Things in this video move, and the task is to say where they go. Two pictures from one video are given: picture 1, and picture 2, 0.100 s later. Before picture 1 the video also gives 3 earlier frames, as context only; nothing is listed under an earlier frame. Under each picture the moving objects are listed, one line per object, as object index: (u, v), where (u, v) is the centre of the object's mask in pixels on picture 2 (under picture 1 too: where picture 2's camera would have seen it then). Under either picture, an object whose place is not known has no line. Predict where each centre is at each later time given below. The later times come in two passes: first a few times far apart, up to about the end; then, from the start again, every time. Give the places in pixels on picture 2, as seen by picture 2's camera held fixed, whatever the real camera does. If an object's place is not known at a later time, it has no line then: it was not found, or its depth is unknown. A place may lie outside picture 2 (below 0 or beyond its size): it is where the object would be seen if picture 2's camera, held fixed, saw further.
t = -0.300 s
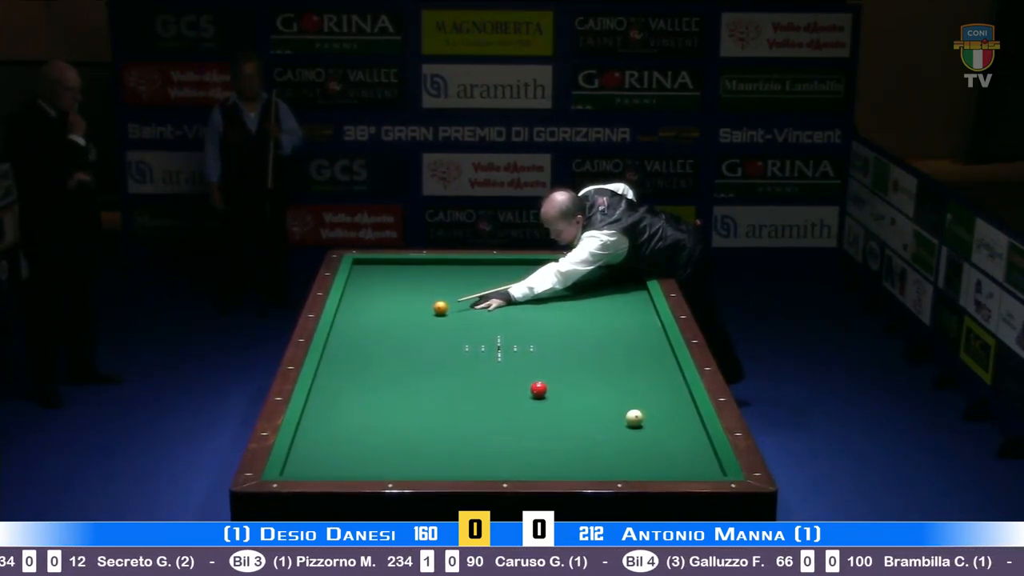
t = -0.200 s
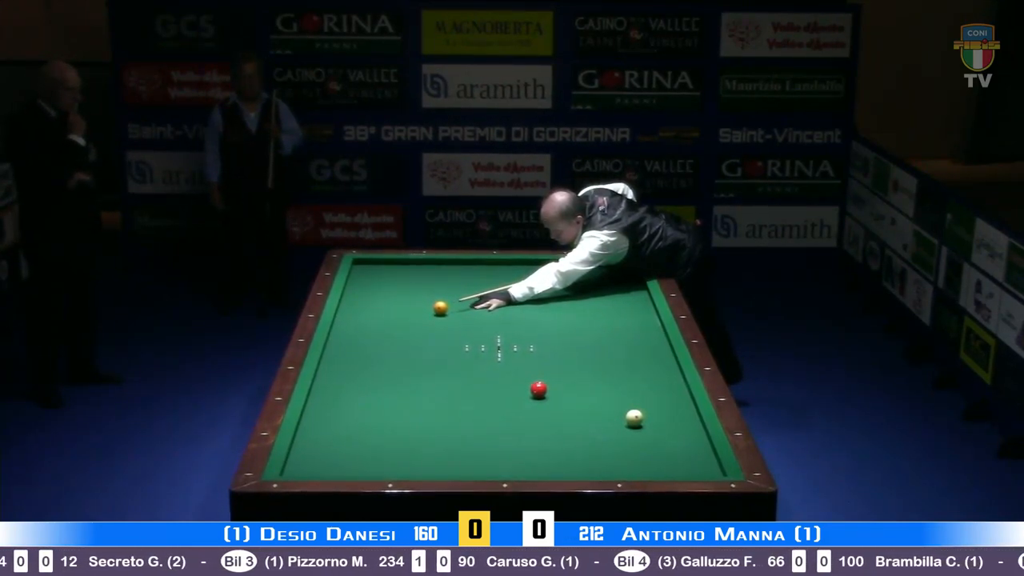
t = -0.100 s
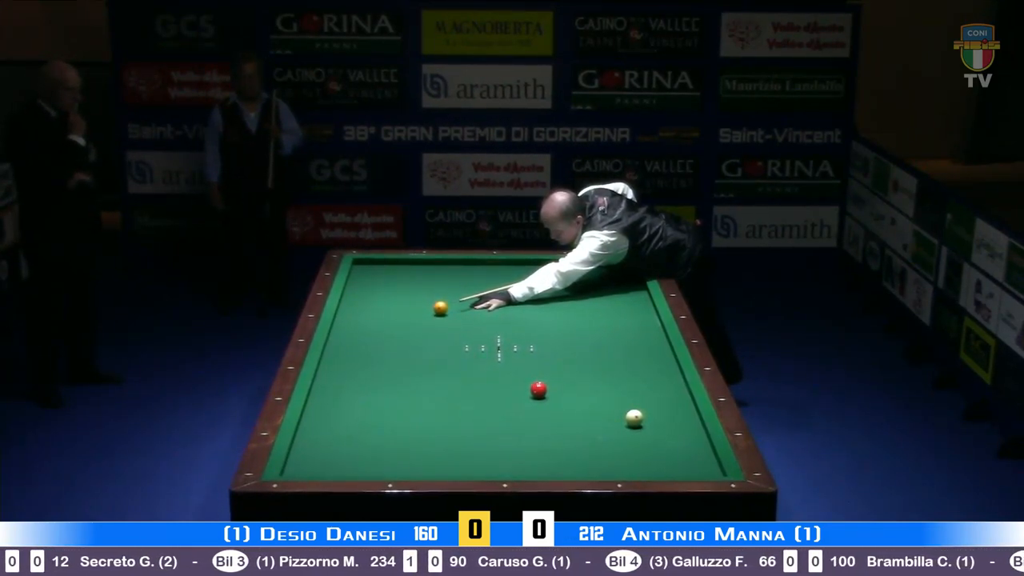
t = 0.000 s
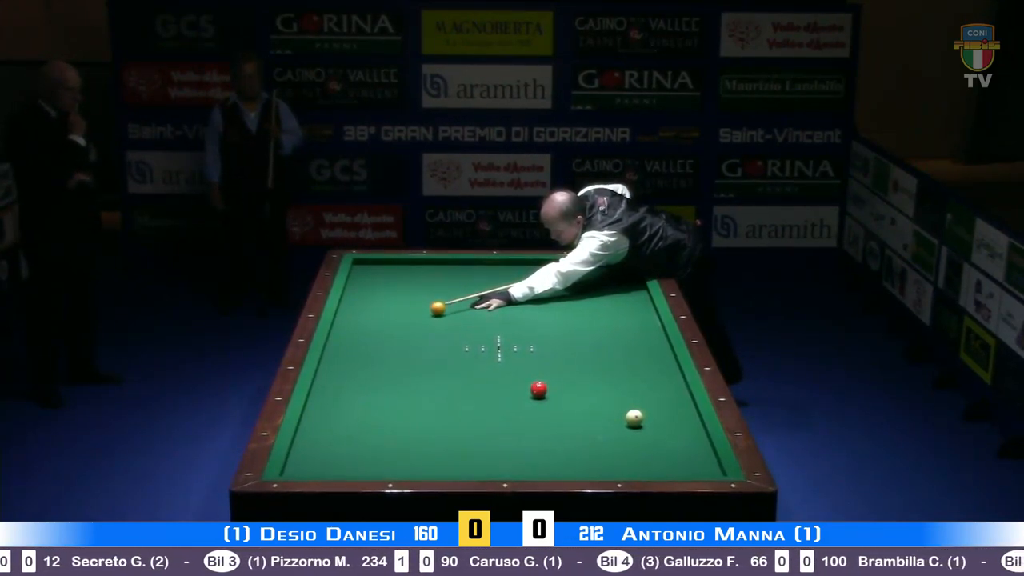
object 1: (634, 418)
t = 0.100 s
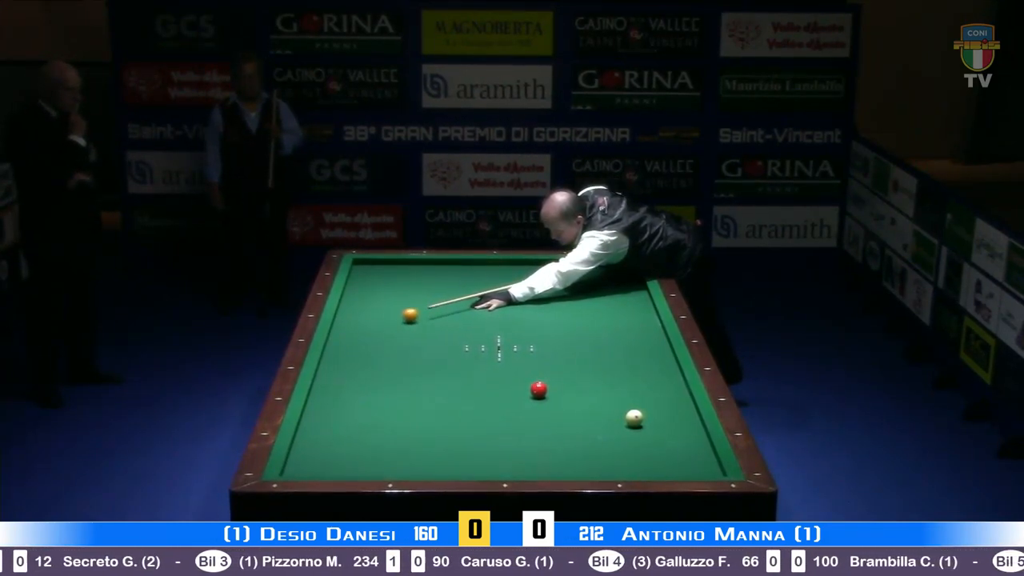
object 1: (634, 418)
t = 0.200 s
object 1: (634, 418)
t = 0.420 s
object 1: (634, 418)
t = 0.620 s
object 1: (634, 418)
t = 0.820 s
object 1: (634, 418)
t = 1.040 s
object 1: (634, 418)
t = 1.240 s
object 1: (634, 418)
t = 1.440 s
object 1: (634, 418)
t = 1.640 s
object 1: (634, 418)
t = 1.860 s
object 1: (634, 418)
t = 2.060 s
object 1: (634, 418)
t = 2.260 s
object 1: (634, 417)
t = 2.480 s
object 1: (634, 418)
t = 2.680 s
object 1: (634, 418)
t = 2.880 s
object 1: (634, 418)
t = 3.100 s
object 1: (635, 414)
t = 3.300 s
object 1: (637, 415)
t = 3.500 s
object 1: (640, 413)
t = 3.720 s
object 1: (643, 411)
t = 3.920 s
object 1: (646, 409)
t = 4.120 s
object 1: (649, 407)
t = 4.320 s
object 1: (651, 405)
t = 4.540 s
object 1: (653, 404)
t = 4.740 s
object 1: (655, 402)
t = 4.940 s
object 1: (657, 401)
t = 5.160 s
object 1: (659, 400)
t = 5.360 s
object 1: (660, 399)
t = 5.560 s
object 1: (661, 398)
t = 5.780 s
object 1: (662, 398)
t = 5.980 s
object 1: (663, 397)
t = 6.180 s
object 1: (663, 396)
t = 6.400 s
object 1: (664, 396)
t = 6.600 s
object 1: (664, 396)
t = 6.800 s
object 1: (665, 396)
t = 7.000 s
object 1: (664, 396)
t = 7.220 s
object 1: (665, 396)
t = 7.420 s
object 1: (665, 396)
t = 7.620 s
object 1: (665, 396)
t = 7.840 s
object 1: (664, 396)
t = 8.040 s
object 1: (664, 396)
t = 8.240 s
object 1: (665, 396)
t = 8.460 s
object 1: (664, 396)
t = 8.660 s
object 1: (665, 396)
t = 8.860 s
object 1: (665, 396)
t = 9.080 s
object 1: (664, 396)
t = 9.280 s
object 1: (664, 396)
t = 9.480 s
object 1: (664, 396)
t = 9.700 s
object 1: (664, 396)
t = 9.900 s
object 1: (664, 396)
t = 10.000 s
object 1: (664, 396)
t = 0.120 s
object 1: (634, 418)
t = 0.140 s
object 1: (634, 418)
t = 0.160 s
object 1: (634, 418)
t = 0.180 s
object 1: (634, 418)
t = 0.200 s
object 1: (634, 418)
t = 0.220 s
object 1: (634, 418)
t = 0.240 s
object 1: (634, 418)
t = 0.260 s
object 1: (634, 418)
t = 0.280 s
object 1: (634, 418)
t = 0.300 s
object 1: (634, 418)
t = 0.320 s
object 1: (634, 418)
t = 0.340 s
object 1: (634, 418)
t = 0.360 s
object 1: (634, 418)
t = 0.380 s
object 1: (634, 418)
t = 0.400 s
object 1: (634, 418)
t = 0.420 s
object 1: (634, 418)
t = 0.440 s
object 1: (634, 418)
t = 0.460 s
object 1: (634, 418)
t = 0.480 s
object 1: (634, 418)
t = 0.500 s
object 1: (634, 418)
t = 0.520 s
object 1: (634, 418)
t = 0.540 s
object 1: (634, 418)
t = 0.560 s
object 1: (634, 418)
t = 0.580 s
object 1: (634, 418)
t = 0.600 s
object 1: (634, 418)
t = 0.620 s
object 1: (634, 418)
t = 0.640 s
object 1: (634, 418)
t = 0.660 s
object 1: (634, 418)
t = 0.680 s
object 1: (634, 418)
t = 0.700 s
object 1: (634, 418)
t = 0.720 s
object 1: (634, 418)
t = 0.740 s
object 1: (634, 418)
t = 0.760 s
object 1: (634, 417)
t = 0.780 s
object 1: (634, 418)
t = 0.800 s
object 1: (634, 418)
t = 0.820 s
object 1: (634, 418)
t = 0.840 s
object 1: (634, 418)
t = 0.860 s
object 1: (634, 417)
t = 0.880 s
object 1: (634, 418)
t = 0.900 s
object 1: (634, 418)
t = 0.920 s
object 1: (634, 418)
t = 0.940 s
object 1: (634, 418)
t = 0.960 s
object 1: (634, 418)
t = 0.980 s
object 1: (634, 418)
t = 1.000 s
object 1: (634, 418)
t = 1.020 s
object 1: (634, 418)
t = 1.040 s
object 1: (634, 418)
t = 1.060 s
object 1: (634, 418)
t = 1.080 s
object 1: (634, 418)
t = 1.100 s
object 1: (634, 418)
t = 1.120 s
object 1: (634, 418)
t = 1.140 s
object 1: (634, 418)
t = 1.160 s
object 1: (634, 418)
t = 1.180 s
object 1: (634, 418)
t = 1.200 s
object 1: (634, 418)
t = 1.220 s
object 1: (634, 418)
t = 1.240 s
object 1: (634, 418)
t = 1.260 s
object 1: (634, 418)
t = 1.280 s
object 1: (634, 418)
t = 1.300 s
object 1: (634, 418)
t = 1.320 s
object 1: (634, 418)
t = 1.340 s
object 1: (634, 418)
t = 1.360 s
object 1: (634, 418)
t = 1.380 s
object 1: (634, 418)
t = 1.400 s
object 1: (634, 418)
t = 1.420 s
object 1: (634, 418)
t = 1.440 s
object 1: (634, 418)
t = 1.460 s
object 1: (634, 418)
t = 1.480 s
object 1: (634, 418)
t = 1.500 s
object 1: (634, 418)
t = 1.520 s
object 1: (634, 418)
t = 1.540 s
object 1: (634, 418)
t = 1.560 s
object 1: (634, 417)
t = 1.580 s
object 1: (634, 418)
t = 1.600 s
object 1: (634, 418)
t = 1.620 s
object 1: (634, 417)
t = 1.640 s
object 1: (634, 418)
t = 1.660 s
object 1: (634, 417)
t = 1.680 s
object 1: (634, 418)
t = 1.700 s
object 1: (634, 418)
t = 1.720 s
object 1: (634, 417)
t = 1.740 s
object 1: (634, 418)
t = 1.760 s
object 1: (634, 418)
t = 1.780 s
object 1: (634, 418)
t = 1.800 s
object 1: (634, 418)
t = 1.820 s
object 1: (634, 417)
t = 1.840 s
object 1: (634, 417)
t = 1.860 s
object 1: (634, 418)
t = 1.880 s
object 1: (634, 418)
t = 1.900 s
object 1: (634, 418)
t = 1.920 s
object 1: (634, 417)
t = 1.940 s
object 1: (634, 417)
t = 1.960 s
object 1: (634, 417)
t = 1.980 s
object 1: (634, 418)
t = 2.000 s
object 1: (634, 417)
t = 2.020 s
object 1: (634, 417)
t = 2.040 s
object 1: (634, 417)
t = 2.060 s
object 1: (634, 418)
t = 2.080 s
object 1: (634, 417)
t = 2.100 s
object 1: (634, 418)
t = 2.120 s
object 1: (634, 418)
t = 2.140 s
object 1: (634, 418)
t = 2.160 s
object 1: (634, 418)
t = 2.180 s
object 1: (634, 418)
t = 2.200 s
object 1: (634, 418)
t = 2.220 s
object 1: (634, 417)
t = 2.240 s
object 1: (634, 417)
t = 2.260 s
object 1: (634, 417)
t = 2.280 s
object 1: (634, 417)
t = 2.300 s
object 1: (634, 417)
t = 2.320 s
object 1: (634, 417)
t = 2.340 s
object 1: (634, 418)
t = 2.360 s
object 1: (634, 417)
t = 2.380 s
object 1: (634, 417)
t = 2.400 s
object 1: (634, 417)
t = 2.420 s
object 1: (634, 417)
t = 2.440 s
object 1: (634, 417)
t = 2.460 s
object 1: (634, 418)
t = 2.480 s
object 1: (634, 418)
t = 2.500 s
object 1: (634, 418)
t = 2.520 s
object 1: (634, 417)
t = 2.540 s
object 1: (634, 417)
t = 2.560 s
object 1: (634, 417)
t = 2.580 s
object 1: (634, 418)
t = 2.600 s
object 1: (634, 417)
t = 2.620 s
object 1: (634, 418)
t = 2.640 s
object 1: (634, 417)
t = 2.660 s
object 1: (634, 417)
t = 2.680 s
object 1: (634, 418)
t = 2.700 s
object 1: (634, 418)
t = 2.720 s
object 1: (634, 417)
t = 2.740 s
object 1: (634, 418)
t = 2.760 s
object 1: (634, 418)
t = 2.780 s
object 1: (634, 417)
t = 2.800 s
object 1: (634, 418)
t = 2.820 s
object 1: (634, 417)
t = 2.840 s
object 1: (634, 417)
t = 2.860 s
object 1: (634, 417)
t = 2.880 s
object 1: (634, 418)
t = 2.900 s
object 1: (634, 418)
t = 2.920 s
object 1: (634, 418)
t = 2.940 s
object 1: (634, 418)
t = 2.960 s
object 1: (634, 417)
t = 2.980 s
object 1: (633, 417)
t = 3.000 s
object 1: (633, 417)
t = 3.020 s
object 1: (633, 416)
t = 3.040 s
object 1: (634, 414)
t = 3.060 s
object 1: (634, 414)
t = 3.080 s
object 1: (634, 414)
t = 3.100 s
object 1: (635, 414)
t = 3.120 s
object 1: (636, 415)
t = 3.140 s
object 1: (636, 416)
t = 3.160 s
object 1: (636, 416)
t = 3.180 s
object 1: (635, 417)
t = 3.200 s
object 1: (635, 417)
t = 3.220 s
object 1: (636, 416)
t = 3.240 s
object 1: (636, 416)
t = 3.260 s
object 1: (636, 416)
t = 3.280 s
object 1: (637, 416)
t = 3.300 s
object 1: (637, 415)
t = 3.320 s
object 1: (637, 415)
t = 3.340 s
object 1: (638, 414)
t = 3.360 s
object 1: (638, 415)
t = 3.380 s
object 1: (639, 414)
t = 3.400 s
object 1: (639, 414)
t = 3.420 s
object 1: (639, 414)
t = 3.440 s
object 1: (639, 414)
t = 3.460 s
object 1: (640, 414)
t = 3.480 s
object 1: (640, 413)
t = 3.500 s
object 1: (640, 413)
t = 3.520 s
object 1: (640, 413)
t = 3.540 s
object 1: (641, 412)
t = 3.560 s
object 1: (641, 412)
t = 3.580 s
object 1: (641, 412)
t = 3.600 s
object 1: (642, 412)
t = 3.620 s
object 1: (642, 412)
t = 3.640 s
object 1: (642, 411)
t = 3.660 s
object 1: (643, 411)
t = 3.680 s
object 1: (643, 411)
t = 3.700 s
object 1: (643, 411)
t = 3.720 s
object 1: (643, 411)
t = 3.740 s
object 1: (644, 411)
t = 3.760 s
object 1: (644, 411)
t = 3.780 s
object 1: (644, 410)
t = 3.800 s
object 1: (645, 410)
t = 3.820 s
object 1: (645, 410)
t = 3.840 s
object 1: (645, 410)
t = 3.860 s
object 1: (646, 410)
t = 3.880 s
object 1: (646, 409)
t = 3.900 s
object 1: (646, 409)
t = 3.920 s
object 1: (646, 409)
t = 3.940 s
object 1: (647, 409)
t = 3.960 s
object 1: (647, 408)
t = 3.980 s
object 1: (647, 408)
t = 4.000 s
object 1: (647, 408)
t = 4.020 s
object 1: (647, 408)
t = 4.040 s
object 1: (648, 408)
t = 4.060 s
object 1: (648, 408)
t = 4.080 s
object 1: (648, 407)
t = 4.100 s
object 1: (648, 407)
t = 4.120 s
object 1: (649, 407)
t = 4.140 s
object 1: (649, 407)
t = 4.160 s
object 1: (649, 407)
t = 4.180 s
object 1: (650, 406)
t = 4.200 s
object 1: (650, 406)
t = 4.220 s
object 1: (650, 406)
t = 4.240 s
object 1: (650, 406)
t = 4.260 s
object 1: (650, 406)
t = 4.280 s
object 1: (651, 406)
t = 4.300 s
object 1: (651, 405)
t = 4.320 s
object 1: (651, 405)
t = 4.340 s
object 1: (651, 405)
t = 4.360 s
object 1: (651, 405)
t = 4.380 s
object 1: (652, 405)
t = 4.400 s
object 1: (651, 405)
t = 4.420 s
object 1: (652, 405)
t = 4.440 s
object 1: (652, 404)
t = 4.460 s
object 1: (652, 404)
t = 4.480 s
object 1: (652, 404)
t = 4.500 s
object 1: (653, 404)
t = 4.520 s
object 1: (653, 404)
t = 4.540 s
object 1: (653, 404)
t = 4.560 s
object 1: (653, 404)
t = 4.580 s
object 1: (653, 403)
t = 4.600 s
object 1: (654, 403)
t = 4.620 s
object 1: (654, 403)
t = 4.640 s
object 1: (654, 403)
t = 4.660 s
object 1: (654, 403)
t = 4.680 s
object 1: (654, 403)
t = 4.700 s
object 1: (655, 403)
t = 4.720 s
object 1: (655, 403)
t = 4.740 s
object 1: (655, 402)
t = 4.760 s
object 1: (655, 402)
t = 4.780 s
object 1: (655, 402)
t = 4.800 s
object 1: (656, 402)
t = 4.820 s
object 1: (656, 402)
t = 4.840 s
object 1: (656, 402)
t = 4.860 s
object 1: (656, 402)
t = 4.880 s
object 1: (656, 402)
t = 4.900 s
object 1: (657, 401)
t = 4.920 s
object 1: (657, 401)
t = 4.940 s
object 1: (657, 401)
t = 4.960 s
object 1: (657, 401)
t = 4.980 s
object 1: (657, 401)
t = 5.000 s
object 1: (657, 401)
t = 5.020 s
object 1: (657, 401)
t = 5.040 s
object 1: (658, 401)
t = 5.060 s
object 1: (658, 400)
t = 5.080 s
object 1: (658, 400)
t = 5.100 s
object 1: (658, 400)
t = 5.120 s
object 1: (658, 400)
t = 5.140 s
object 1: (658, 400)
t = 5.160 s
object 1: (659, 400)
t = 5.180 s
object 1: (658, 400)
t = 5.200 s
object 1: (659, 400)
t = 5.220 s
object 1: (659, 400)
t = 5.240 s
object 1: (659, 400)
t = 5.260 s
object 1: (659, 399)
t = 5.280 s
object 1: (659, 400)
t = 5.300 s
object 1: (659, 399)
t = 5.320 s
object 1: (659, 399)
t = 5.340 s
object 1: (659, 399)
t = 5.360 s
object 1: (660, 399)
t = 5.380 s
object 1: (660, 399)
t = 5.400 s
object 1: (660, 399)
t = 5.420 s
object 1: (660, 399)
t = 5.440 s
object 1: (660, 399)
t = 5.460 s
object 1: (660, 399)
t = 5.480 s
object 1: (660, 399)
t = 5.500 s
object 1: (660, 398)
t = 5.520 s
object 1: (661, 398)
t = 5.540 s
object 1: (661, 398)
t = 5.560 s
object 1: (661, 398)
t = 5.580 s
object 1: (661, 398)
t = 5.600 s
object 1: (661, 398)
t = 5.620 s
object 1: (661, 398)
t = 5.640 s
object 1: (661, 398)
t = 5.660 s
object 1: (661, 398)
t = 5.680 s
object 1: (661, 398)
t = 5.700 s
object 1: (661, 398)
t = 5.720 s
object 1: (662, 398)
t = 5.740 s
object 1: (662, 398)
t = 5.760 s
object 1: (661, 398)
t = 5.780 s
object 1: (662, 398)
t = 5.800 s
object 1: (662, 397)
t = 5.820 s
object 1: (662, 397)
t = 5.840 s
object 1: (662, 397)
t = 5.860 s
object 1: (662, 397)
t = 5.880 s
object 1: (662, 397)
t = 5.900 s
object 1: (663, 397)
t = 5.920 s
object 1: (662, 397)
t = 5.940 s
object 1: (662, 397)
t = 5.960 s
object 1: (663, 397)
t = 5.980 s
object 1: (663, 397)
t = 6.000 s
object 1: (663, 397)
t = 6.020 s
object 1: (663, 397)
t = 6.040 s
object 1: (663, 397)
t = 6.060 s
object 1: (663, 397)
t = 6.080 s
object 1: (663, 397)
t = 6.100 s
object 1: (663, 397)
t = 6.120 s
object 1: (663, 397)
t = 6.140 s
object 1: (663, 397)
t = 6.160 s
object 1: (663, 396)
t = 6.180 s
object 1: (663, 396)
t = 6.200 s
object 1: (663, 396)
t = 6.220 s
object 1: (663, 396)
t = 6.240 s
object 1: (663, 396)
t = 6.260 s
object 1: (663, 396)
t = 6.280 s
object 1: (664, 396)
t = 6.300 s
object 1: (664, 396)
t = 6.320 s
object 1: (664, 396)
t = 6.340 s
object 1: (664, 396)
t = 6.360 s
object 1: (664, 396)
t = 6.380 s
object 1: (664, 396)
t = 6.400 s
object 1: (664, 396)
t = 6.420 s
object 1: (664, 396)
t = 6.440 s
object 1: (664, 396)
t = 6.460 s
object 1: (664, 396)
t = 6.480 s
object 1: (664, 396)
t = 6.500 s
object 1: (664, 396)
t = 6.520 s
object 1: (664, 396)
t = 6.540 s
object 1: (664, 396)
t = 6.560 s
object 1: (664, 396)
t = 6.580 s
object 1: (664, 396)
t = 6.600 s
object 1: (664, 396)
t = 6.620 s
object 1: (664, 396)
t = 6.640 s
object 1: (664, 396)
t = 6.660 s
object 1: (664, 396)
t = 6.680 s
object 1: (664, 396)
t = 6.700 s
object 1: (665, 396)
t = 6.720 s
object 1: (664, 396)
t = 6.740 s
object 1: (664, 396)
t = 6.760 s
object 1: (665, 396)
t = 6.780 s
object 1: (665, 396)
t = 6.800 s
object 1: (665, 396)
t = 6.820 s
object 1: (665, 396)
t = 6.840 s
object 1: (665, 396)
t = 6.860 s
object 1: (665, 396)
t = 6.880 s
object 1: (665, 396)
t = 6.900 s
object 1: (664, 396)
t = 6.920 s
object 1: (665, 396)
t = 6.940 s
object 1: (665, 396)
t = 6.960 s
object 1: (665, 396)
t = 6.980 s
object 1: (665, 396)
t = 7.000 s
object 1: (664, 396)
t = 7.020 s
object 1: (665, 396)
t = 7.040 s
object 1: (665, 396)
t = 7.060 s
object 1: (665, 396)
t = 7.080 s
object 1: (665, 396)
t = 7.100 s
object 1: (665, 396)
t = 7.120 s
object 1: (665, 396)
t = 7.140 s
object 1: (665, 396)
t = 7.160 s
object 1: (665, 396)
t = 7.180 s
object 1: (665, 396)
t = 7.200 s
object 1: (665, 396)
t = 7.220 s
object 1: (665, 396)
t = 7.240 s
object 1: (665, 396)
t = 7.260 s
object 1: (665, 396)
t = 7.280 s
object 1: (665, 396)
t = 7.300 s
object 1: (665, 396)
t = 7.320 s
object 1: (665, 396)
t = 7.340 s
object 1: (665, 396)
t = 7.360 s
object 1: (665, 396)
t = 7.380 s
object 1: (665, 396)
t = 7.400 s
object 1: (664, 396)
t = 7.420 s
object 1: (665, 396)
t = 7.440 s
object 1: (665, 396)
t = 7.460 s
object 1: (665, 396)
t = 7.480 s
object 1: (665, 396)
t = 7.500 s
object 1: (665, 396)
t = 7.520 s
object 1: (665, 396)
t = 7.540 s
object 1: (665, 396)
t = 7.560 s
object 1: (665, 396)
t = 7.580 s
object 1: (664, 396)
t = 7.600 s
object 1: (665, 396)
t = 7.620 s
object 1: (665, 396)
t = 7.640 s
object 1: (664, 396)
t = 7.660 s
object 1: (665, 396)
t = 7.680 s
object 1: (664, 396)
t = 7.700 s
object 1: (665, 396)
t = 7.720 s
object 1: (664, 396)
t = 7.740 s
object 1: (664, 396)
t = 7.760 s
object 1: (665, 396)
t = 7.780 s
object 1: (665, 396)
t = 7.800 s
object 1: (665, 396)
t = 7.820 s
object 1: (664, 396)
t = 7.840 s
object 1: (664, 396)
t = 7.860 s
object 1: (664, 396)
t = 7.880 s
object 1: (664, 396)
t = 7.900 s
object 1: (664, 396)
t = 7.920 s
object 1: (664, 396)
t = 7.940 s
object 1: (664, 396)
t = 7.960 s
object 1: (664, 396)
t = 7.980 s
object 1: (664, 396)
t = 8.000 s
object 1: (664, 396)
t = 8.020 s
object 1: (665, 396)
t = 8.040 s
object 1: (664, 396)
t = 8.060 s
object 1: (664, 396)
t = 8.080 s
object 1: (664, 396)
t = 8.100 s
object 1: (664, 396)
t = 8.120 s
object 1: (665, 396)
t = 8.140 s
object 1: (664, 396)
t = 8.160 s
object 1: (664, 396)
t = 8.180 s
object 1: (665, 396)
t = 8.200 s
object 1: (664, 396)
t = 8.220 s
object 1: (665, 396)
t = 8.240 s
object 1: (665, 396)
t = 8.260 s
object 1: (664, 396)
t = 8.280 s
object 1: (665, 396)
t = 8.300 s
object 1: (664, 396)
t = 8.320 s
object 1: (665, 396)
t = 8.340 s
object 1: (664, 396)
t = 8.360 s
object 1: (664, 396)
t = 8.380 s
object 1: (665, 396)
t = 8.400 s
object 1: (665, 396)
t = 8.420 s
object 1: (665, 396)
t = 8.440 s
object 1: (665, 396)
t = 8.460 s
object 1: (664, 396)
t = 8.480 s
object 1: (665, 396)
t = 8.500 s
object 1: (664, 396)
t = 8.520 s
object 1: (664, 396)
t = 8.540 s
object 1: (665, 396)
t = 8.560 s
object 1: (665, 396)
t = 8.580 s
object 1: (665, 396)
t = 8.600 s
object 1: (664, 396)
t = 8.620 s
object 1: (664, 396)
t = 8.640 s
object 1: (665, 396)
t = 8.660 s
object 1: (665, 396)
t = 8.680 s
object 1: (665, 396)
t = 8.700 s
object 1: (665, 396)
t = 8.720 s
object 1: (665, 396)
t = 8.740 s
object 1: (665, 396)
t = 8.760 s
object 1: (665, 396)
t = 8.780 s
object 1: (664, 396)
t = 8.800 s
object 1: (665, 396)
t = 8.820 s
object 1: (665, 396)
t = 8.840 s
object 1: (665, 396)
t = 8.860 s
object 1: (665, 396)
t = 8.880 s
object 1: (664, 396)
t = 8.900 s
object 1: (664, 396)
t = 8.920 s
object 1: (664, 396)
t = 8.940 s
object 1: (664, 396)
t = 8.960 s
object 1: (665, 396)
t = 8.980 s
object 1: (664, 396)
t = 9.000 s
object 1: (665, 396)
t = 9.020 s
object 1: (664, 396)
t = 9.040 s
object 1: (664, 396)
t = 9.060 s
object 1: (665, 396)
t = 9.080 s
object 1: (664, 396)
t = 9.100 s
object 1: (665, 396)
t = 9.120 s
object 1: (664, 396)
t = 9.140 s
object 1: (664, 396)
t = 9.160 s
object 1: (665, 396)
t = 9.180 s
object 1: (664, 396)
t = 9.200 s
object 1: (665, 396)
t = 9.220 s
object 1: (665, 396)
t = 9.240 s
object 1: (665, 396)
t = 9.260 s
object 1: (664, 396)
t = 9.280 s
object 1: (664, 396)
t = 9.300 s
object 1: (664, 396)
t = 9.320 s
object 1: (665, 396)
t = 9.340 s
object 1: (664, 396)
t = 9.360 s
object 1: (664, 396)
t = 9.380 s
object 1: (664, 396)
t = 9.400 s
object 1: (664, 396)
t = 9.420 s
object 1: (664, 396)
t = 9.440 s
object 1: (665, 396)
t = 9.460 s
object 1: (664, 396)
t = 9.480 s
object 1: (664, 396)
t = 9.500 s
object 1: (664, 396)
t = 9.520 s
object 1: (664, 396)
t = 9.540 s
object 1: (665, 396)
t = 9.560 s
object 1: (664, 396)
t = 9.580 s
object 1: (665, 396)
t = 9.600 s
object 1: (664, 396)
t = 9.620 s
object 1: (664, 396)
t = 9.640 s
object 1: (664, 396)
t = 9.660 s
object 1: (664, 396)
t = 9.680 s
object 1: (664, 396)
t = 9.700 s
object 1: (664, 396)
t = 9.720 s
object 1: (664, 396)
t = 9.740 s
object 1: (664, 396)
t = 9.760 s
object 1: (664, 396)
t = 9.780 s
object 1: (665, 396)
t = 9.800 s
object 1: (664, 396)
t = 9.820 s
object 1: (664, 396)
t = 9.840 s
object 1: (665, 396)
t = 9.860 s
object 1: (664, 396)
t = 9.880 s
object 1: (665, 396)
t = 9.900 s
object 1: (664, 396)
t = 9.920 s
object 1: (664, 396)
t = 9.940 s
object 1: (664, 396)
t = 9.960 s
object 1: (664, 396)
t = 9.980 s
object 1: (664, 396)
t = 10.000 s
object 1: (664, 396)
